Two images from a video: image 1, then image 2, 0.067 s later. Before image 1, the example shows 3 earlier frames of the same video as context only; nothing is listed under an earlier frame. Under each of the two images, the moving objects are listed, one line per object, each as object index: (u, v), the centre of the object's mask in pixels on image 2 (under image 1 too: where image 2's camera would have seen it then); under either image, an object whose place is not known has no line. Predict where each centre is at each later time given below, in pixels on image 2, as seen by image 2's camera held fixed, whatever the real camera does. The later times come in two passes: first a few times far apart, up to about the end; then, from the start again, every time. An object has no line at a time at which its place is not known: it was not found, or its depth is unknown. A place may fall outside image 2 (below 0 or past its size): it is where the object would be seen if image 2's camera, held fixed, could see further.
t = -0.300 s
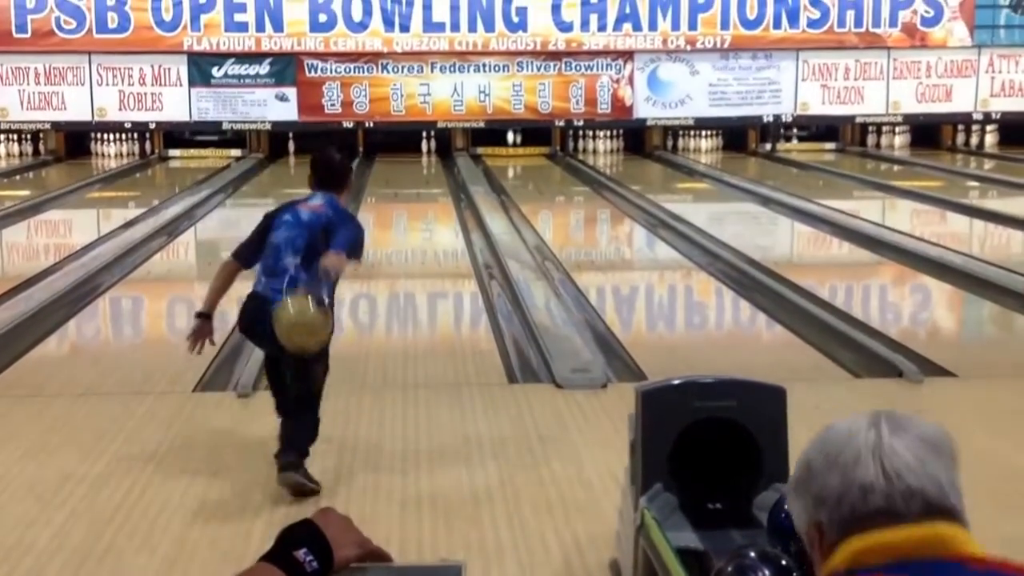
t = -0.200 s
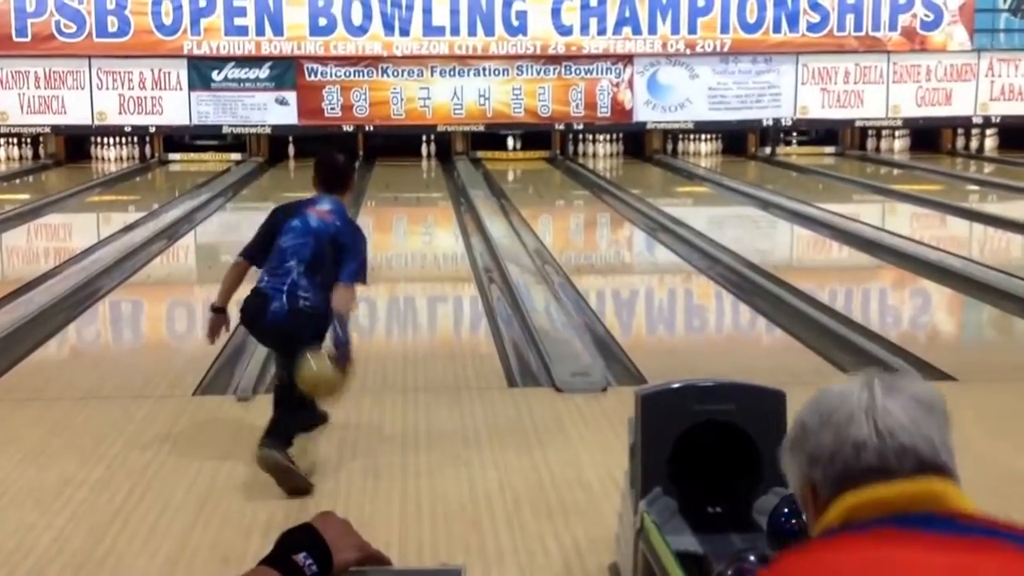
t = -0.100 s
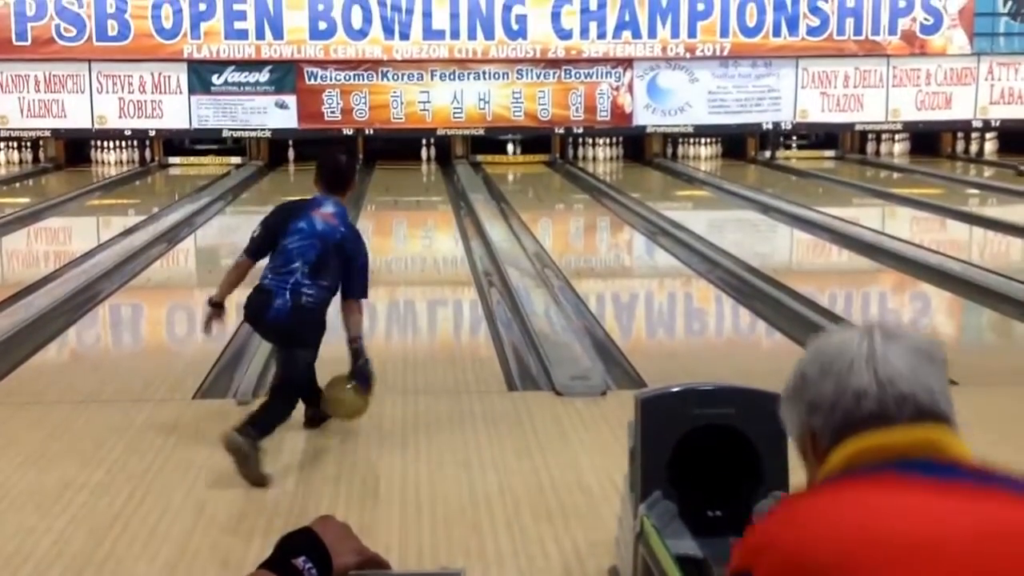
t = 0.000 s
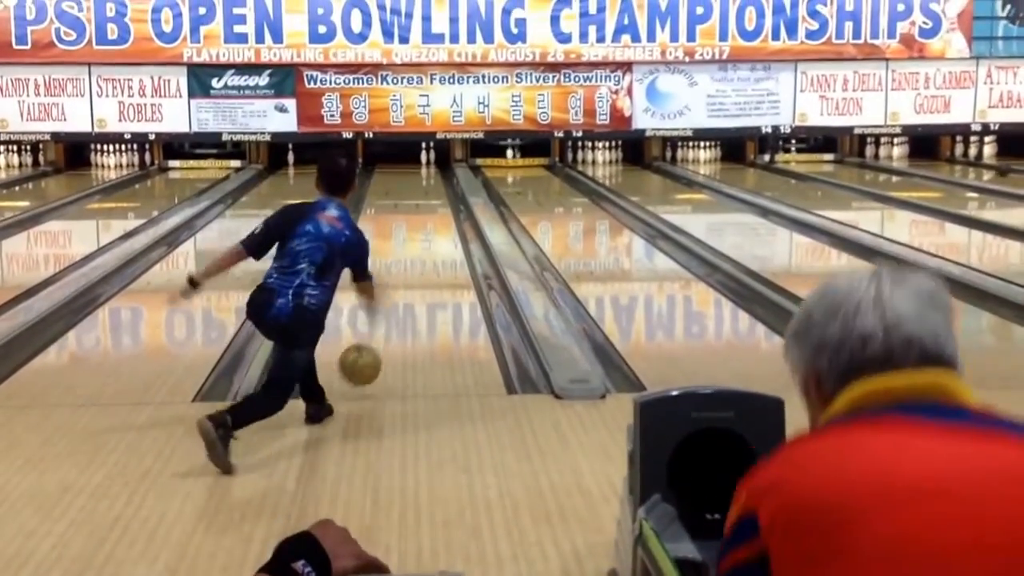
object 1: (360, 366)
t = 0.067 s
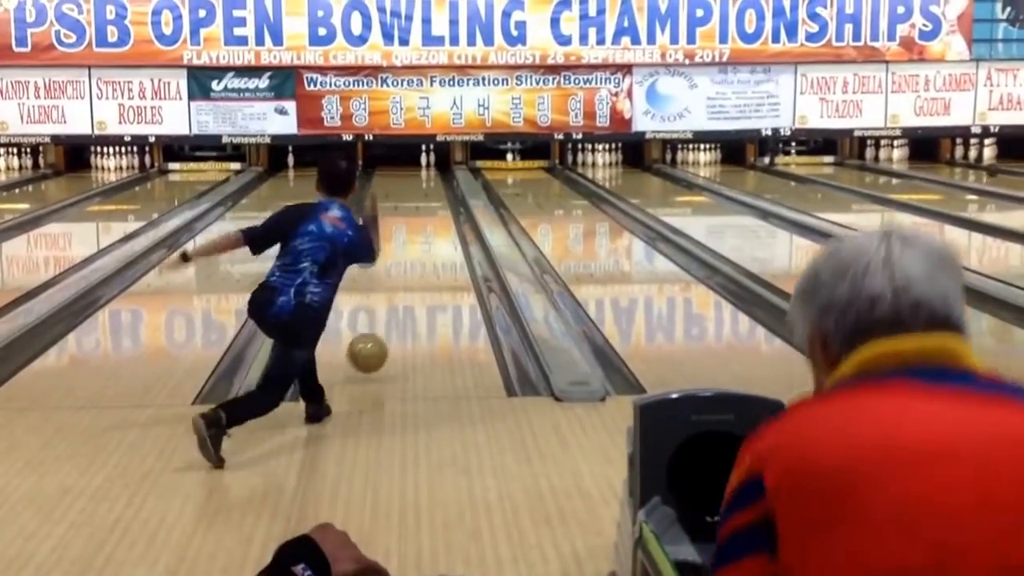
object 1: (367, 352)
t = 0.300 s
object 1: (387, 305)
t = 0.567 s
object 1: (402, 266)
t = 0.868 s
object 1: (413, 235)
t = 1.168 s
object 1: (421, 215)
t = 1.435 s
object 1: (426, 198)
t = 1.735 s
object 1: (429, 185)
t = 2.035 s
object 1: (431, 173)
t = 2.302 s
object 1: (433, 165)
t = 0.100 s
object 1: (371, 349)
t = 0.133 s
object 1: (374, 341)
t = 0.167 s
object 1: (377, 333)
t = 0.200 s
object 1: (380, 326)
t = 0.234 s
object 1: (382, 319)
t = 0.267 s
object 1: (385, 312)
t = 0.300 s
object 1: (387, 305)
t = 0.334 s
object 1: (390, 300)
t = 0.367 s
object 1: (392, 294)
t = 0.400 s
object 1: (394, 289)
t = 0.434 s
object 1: (395, 284)
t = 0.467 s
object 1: (397, 279)
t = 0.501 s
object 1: (399, 275)
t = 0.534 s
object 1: (401, 270)
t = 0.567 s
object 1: (402, 266)
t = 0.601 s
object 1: (404, 262)
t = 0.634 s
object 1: (405, 258)
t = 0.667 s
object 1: (407, 254)
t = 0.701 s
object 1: (408, 251)
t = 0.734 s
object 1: (409, 247)
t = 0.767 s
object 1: (410, 244)
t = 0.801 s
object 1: (412, 241)
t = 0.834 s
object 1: (413, 238)
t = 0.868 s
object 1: (413, 235)
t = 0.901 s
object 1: (414, 232)
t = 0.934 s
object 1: (415, 229)
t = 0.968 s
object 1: (416, 227)
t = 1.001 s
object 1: (417, 224)
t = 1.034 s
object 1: (418, 223)
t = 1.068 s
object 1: (419, 221)
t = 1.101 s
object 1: (420, 219)
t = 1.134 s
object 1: (420, 217)
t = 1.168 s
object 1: (421, 215)
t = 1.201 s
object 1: (422, 212)
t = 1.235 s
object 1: (422, 210)
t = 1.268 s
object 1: (423, 208)
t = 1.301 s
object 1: (424, 206)
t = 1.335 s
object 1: (424, 204)
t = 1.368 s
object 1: (425, 202)
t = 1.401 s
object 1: (425, 200)
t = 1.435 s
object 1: (426, 198)
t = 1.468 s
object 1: (427, 196)
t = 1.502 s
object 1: (427, 195)
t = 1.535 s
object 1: (428, 194)
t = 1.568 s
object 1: (428, 193)
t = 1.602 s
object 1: (428, 191)
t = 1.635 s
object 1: (429, 189)
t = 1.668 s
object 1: (429, 187)
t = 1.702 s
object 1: (429, 186)
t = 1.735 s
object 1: (429, 185)
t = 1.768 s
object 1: (429, 184)
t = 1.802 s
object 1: (429, 183)
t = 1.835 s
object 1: (430, 182)
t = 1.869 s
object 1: (430, 181)
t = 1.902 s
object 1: (431, 179)
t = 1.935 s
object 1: (430, 177)
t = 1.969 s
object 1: (431, 175)
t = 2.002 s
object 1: (431, 175)
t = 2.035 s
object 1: (431, 173)
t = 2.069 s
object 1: (432, 171)
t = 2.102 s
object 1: (432, 171)
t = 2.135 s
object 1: (432, 170)
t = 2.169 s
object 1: (432, 169)
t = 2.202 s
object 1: (432, 168)
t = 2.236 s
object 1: (432, 168)
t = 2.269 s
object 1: (432, 167)
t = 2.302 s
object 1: (433, 165)
